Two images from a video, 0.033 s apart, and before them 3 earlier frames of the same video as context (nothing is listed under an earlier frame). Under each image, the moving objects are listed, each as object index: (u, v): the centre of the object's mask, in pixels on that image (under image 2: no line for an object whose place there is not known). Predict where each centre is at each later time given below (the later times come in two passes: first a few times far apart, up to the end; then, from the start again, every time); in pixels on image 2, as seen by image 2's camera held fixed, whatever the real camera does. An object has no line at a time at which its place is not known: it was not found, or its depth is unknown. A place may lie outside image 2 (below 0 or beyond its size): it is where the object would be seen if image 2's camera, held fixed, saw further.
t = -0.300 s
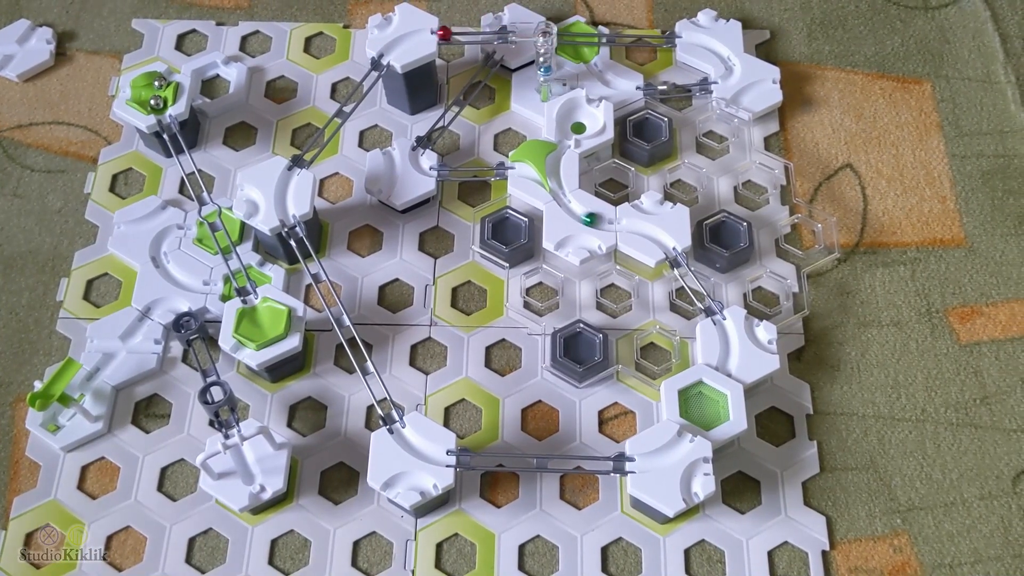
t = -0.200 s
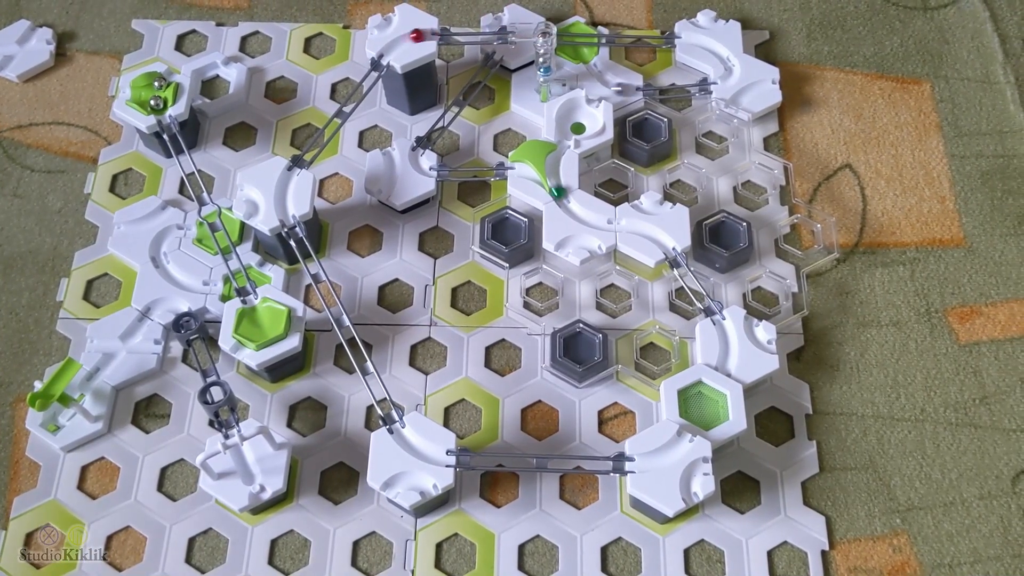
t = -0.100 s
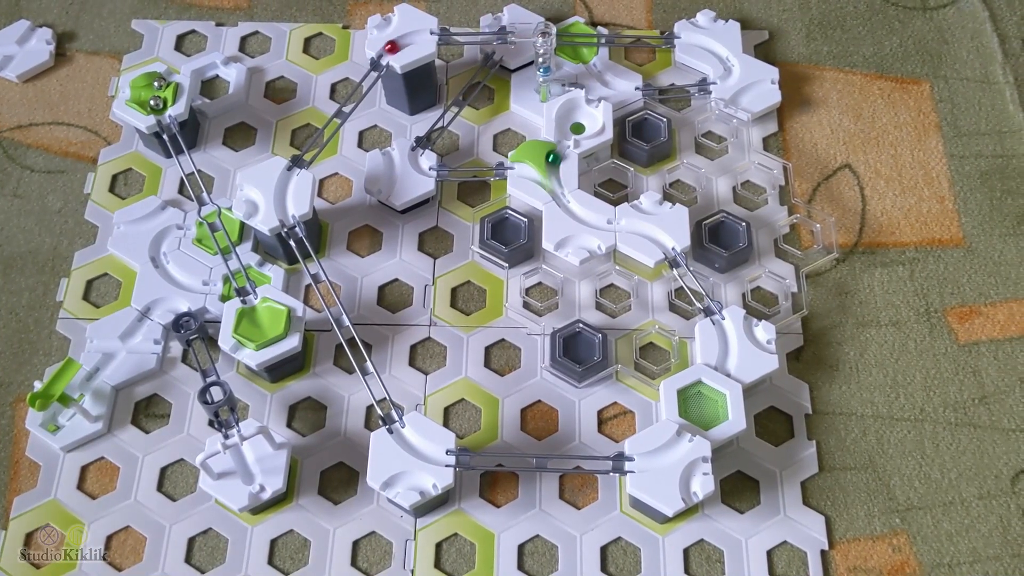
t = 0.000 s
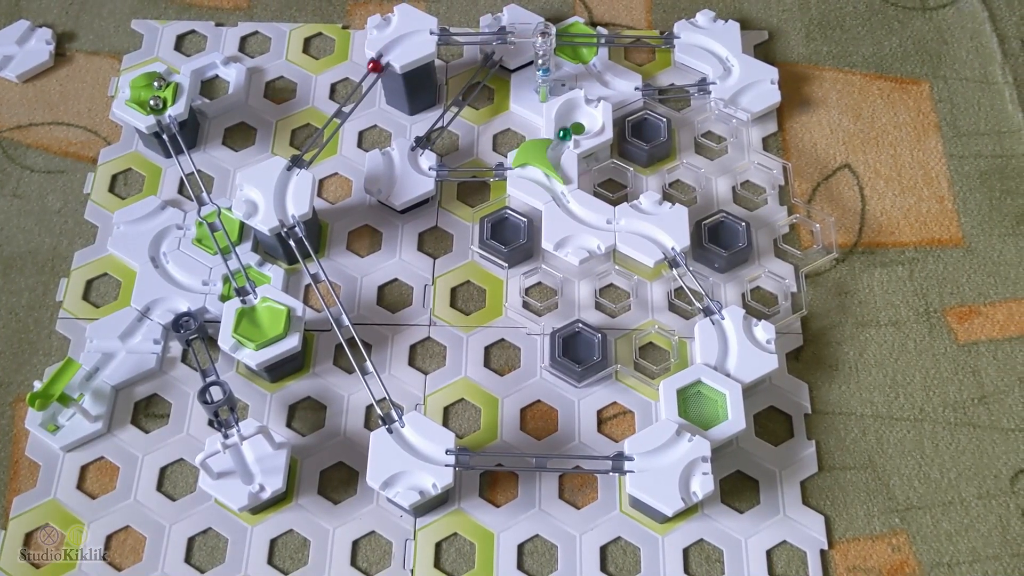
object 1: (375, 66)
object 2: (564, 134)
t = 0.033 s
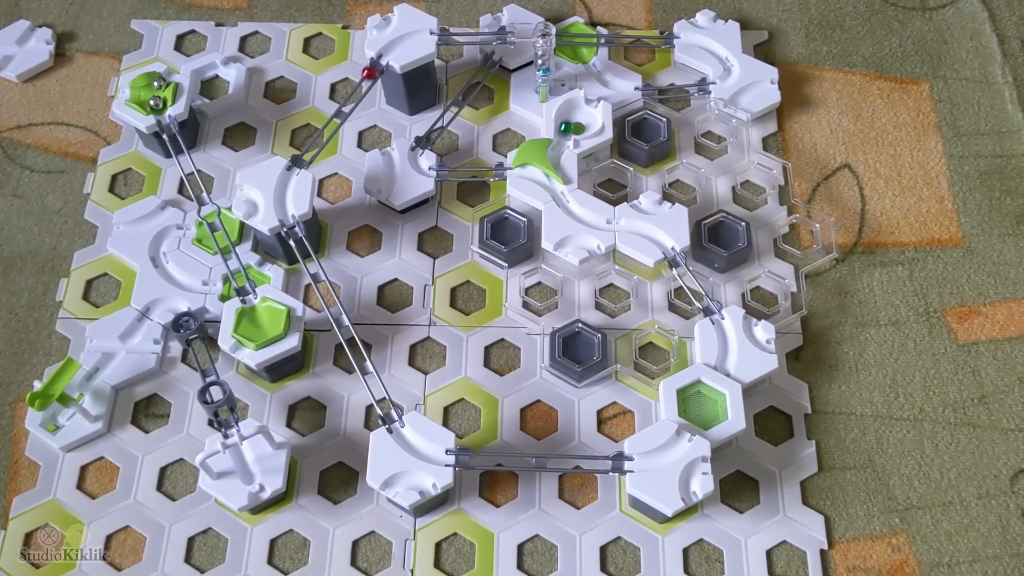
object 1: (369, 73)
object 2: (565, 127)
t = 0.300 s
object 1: (316, 140)
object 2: (587, 125)
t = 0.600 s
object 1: (293, 230)
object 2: (578, 127)
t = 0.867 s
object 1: (342, 322)
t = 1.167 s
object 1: (421, 449)
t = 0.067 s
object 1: (363, 80)
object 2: (570, 119)
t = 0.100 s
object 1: (357, 88)
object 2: (577, 110)
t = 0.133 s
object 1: (351, 96)
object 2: (585, 110)
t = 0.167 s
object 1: (344, 104)
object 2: (590, 112)
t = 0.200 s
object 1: (338, 113)
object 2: (593, 114)
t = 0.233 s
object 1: (331, 121)
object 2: (593, 118)
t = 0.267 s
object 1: (323, 130)
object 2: (591, 121)
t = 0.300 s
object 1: (316, 140)
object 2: (587, 125)
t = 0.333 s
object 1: (308, 148)
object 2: (578, 128)
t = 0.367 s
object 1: (301, 158)
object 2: (574, 127)
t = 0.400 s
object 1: (293, 166)
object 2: (570, 119)
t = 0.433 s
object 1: (286, 176)
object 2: (571, 115)
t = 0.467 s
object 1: (282, 187)
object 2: (573, 112)
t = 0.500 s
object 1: (282, 199)
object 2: (576, 112)
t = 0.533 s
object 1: (283, 209)
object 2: (580, 115)
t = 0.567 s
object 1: (288, 220)
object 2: (582, 121)
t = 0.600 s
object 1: (293, 230)
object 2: (578, 127)
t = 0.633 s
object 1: (297, 238)
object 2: (572, 124)
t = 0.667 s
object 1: (304, 249)
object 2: (572, 121)
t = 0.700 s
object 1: (309, 259)
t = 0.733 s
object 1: (316, 273)
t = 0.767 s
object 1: (321, 283)
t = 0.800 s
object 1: (328, 296)
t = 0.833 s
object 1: (335, 308)
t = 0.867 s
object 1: (342, 322)
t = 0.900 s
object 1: (349, 335)
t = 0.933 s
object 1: (356, 348)
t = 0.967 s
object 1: (364, 365)
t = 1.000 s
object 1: (371, 377)
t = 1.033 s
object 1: (380, 394)
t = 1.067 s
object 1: (388, 410)
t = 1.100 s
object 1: (394, 425)
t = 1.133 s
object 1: (406, 438)
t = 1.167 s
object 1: (421, 449)
